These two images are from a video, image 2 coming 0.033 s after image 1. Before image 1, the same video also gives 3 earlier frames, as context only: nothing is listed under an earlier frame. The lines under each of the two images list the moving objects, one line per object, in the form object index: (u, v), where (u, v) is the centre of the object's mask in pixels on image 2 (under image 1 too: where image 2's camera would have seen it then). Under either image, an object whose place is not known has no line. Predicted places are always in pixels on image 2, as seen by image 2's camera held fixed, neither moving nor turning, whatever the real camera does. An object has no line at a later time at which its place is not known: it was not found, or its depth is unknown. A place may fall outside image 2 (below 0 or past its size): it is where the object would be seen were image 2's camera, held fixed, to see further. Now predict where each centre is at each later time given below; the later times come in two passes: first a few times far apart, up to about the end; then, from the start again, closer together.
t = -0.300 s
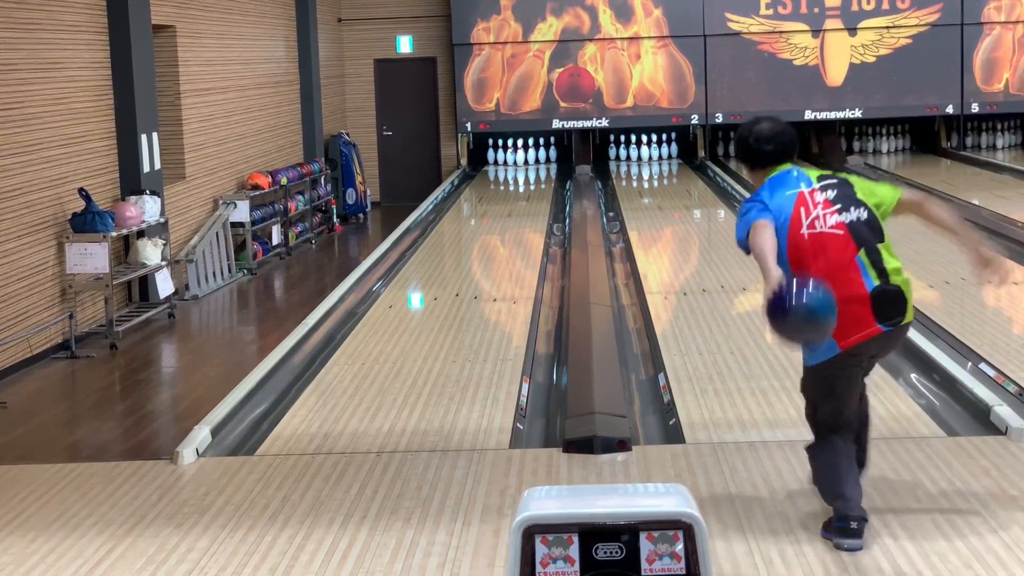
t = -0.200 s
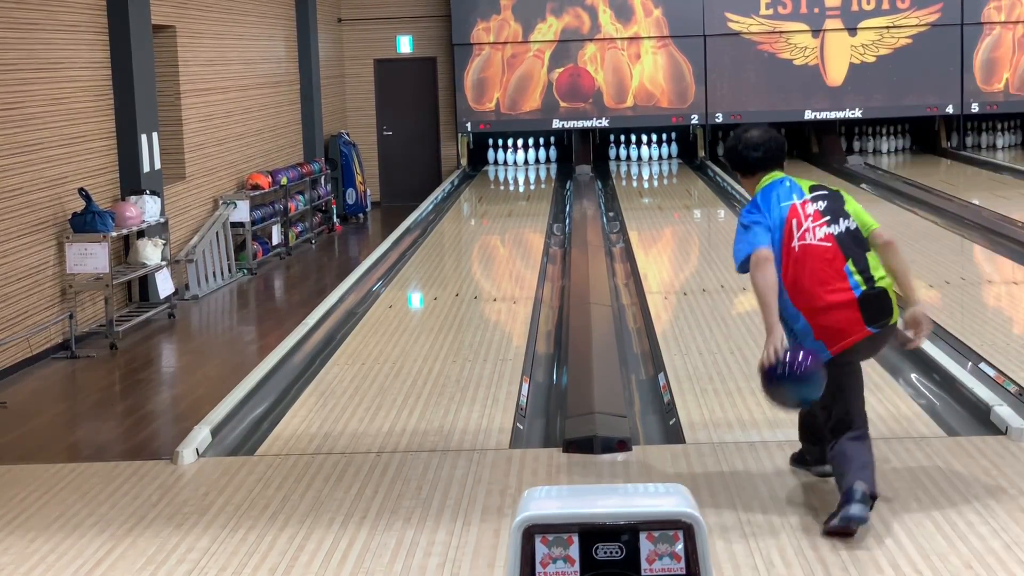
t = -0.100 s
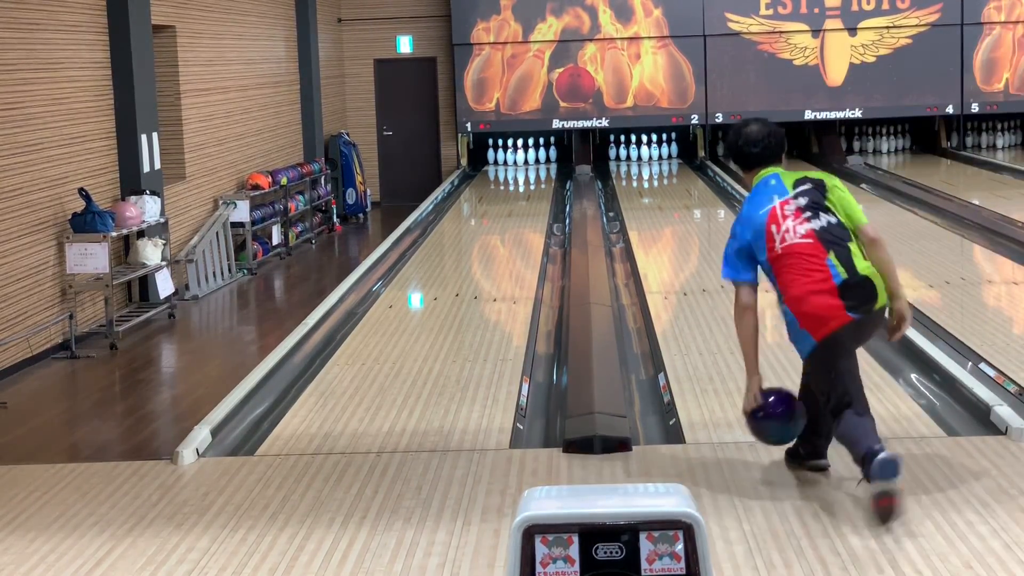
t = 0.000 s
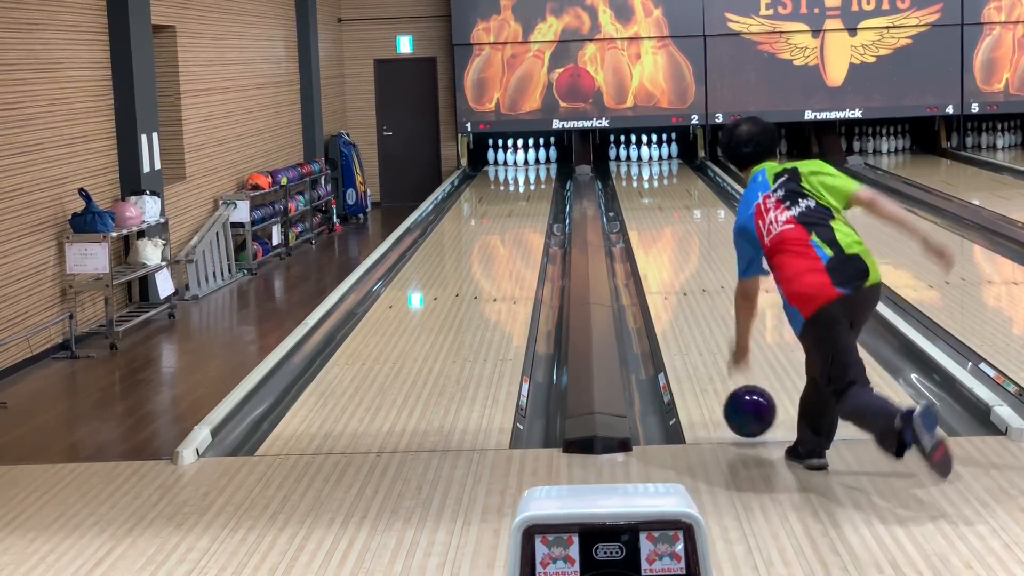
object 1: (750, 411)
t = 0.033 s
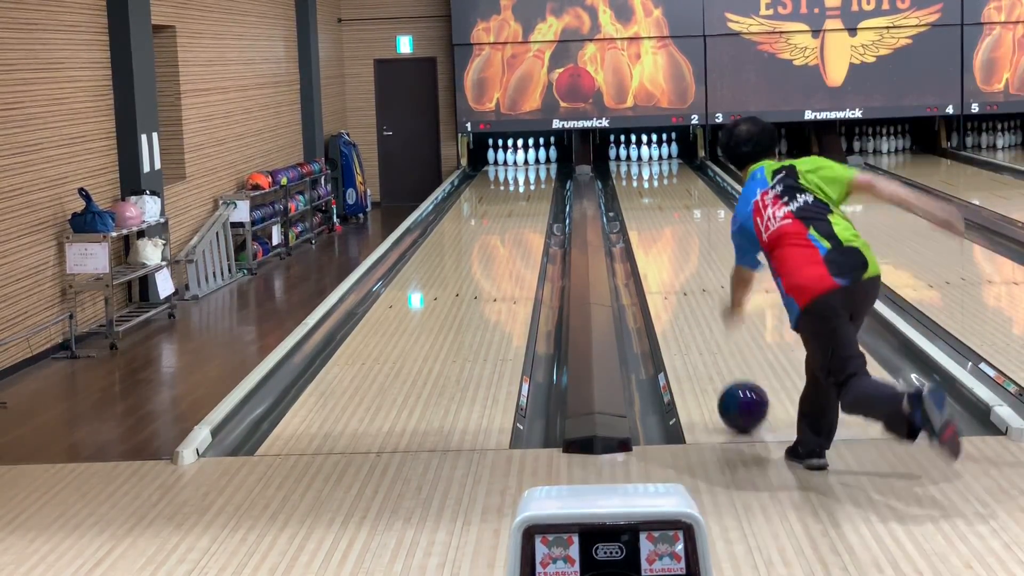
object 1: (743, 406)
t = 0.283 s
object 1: (705, 340)
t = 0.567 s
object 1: (677, 290)
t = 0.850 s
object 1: (658, 255)
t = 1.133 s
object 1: (645, 229)
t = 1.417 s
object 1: (636, 210)
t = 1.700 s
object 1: (630, 194)
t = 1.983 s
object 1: (628, 182)
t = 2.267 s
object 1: (628, 172)
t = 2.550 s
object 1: (634, 164)
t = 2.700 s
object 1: (639, 160)
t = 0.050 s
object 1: (740, 399)
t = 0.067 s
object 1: (737, 395)
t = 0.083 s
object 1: (735, 388)
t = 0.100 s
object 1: (732, 385)
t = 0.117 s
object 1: (729, 381)
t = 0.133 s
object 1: (726, 376)
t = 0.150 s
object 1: (724, 372)
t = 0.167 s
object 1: (721, 368)
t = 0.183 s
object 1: (718, 363)
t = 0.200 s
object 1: (716, 359)
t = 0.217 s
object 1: (713, 355)
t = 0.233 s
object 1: (711, 351)
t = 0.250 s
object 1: (709, 347)
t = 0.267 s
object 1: (707, 344)
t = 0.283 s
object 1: (705, 340)
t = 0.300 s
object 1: (703, 336)
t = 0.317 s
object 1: (701, 333)
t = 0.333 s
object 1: (699, 330)
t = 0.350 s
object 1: (697, 326)
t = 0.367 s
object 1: (695, 323)
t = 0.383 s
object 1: (694, 320)
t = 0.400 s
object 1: (692, 317)
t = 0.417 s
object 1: (690, 314)
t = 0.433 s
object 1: (689, 311)
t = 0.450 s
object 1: (687, 308)
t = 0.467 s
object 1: (685, 306)
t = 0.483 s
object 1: (684, 303)
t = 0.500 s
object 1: (682, 300)
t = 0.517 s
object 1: (681, 297)
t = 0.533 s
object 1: (680, 295)
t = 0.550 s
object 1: (678, 292)
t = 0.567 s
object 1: (677, 290)
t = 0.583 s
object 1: (675, 288)
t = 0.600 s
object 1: (674, 285)
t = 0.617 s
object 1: (673, 283)
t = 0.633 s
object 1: (672, 281)
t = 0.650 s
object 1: (670, 278)
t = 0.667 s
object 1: (669, 276)
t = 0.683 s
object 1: (668, 275)
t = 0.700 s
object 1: (667, 272)
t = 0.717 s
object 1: (666, 270)
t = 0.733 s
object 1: (665, 268)
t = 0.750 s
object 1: (664, 266)
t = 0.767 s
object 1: (663, 264)
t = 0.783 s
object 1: (662, 262)
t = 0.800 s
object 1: (661, 260)
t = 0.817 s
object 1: (660, 258)
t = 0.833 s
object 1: (659, 256)
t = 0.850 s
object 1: (658, 255)
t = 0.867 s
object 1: (657, 253)
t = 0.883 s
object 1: (656, 251)
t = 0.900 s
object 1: (655, 250)
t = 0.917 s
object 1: (654, 248)
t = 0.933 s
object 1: (654, 246)
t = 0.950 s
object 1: (653, 245)
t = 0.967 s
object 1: (652, 243)
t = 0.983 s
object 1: (651, 242)
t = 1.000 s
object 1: (650, 240)
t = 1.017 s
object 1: (650, 239)
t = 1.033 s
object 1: (649, 238)
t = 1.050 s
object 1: (648, 236)
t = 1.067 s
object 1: (648, 235)
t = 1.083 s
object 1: (647, 233)
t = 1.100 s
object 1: (646, 232)
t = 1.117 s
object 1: (645, 230)
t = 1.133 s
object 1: (645, 229)
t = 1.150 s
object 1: (644, 228)
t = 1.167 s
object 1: (643, 227)
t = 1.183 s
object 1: (643, 225)
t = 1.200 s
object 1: (642, 224)
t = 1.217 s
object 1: (642, 223)
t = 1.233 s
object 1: (641, 222)
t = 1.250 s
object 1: (641, 221)
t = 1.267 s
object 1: (640, 220)
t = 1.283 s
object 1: (640, 219)
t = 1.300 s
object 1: (639, 217)
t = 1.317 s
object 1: (639, 216)
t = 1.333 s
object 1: (638, 215)
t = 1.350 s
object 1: (638, 214)
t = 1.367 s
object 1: (637, 213)
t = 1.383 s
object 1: (637, 212)
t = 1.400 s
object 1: (636, 211)
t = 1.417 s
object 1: (636, 210)
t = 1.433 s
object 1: (636, 209)
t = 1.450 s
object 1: (635, 208)
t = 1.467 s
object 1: (635, 207)
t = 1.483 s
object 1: (635, 206)
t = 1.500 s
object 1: (634, 205)
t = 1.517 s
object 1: (634, 204)
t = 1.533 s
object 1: (634, 203)
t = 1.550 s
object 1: (633, 202)
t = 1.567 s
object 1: (633, 201)
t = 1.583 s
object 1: (633, 200)
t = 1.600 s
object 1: (632, 200)
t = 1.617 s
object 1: (632, 199)
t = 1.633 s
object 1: (632, 198)
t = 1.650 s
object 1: (631, 197)
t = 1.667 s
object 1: (631, 196)
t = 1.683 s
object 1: (631, 195)
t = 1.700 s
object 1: (630, 194)
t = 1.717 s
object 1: (630, 194)
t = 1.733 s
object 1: (630, 193)
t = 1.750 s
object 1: (630, 192)
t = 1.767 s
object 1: (630, 191)
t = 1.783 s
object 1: (630, 190)
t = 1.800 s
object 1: (629, 190)
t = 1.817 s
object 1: (629, 189)
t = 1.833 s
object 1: (629, 188)
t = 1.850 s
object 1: (629, 187)
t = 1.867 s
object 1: (628, 187)
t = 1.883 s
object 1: (628, 186)
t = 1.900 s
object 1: (628, 185)
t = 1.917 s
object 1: (628, 185)
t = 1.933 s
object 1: (628, 184)
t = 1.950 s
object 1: (628, 183)
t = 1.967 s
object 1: (628, 183)
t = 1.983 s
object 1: (628, 182)
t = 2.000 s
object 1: (628, 181)
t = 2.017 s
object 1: (628, 181)
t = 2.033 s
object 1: (627, 180)
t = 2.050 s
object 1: (627, 179)
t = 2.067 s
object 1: (627, 178)
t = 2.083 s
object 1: (627, 178)
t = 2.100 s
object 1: (627, 177)
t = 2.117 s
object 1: (627, 177)
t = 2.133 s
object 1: (628, 176)
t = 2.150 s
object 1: (627, 176)
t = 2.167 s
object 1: (627, 175)
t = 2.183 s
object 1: (627, 175)
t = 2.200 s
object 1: (627, 174)
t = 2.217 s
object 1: (628, 173)
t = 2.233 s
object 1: (628, 173)
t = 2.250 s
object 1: (628, 172)
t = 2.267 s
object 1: (628, 172)
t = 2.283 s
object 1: (628, 171)
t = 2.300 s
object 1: (629, 171)
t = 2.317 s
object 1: (629, 170)
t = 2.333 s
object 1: (629, 170)
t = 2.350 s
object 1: (630, 169)
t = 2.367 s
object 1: (630, 169)
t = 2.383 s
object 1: (630, 169)
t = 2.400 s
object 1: (630, 168)
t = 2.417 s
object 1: (630, 168)
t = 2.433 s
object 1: (631, 167)
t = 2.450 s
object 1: (631, 167)
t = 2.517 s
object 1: (633, 165)
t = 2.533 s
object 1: (633, 164)
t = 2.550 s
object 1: (634, 164)
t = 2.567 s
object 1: (634, 163)
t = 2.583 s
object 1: (635, 163)
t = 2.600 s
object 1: (635, 163)
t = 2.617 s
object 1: (636, 162)
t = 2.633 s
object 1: (637, 162)
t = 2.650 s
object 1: (637, 162)
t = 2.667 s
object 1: (638, 161)
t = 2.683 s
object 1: (639, 160)
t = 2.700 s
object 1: (639, 160)
